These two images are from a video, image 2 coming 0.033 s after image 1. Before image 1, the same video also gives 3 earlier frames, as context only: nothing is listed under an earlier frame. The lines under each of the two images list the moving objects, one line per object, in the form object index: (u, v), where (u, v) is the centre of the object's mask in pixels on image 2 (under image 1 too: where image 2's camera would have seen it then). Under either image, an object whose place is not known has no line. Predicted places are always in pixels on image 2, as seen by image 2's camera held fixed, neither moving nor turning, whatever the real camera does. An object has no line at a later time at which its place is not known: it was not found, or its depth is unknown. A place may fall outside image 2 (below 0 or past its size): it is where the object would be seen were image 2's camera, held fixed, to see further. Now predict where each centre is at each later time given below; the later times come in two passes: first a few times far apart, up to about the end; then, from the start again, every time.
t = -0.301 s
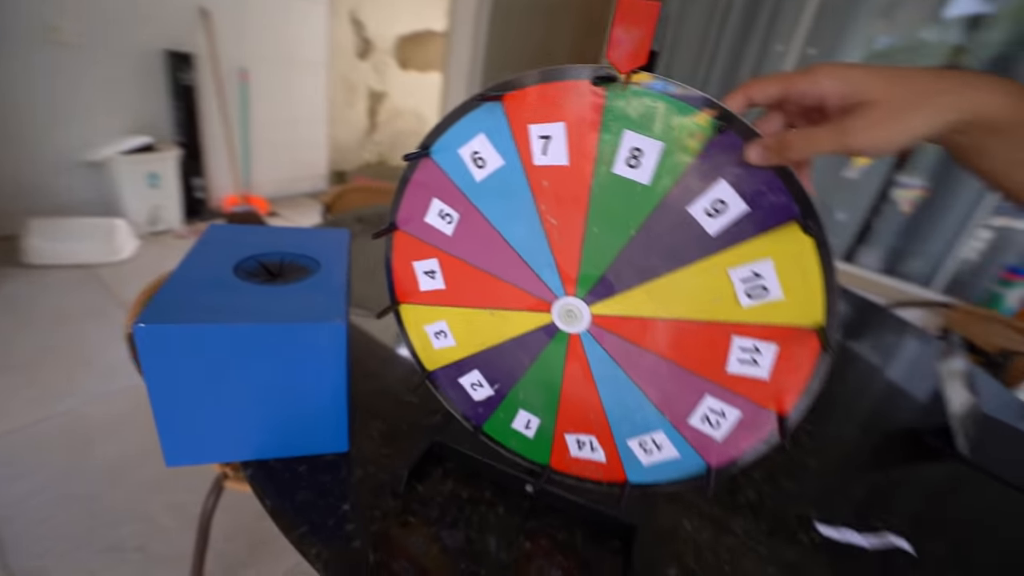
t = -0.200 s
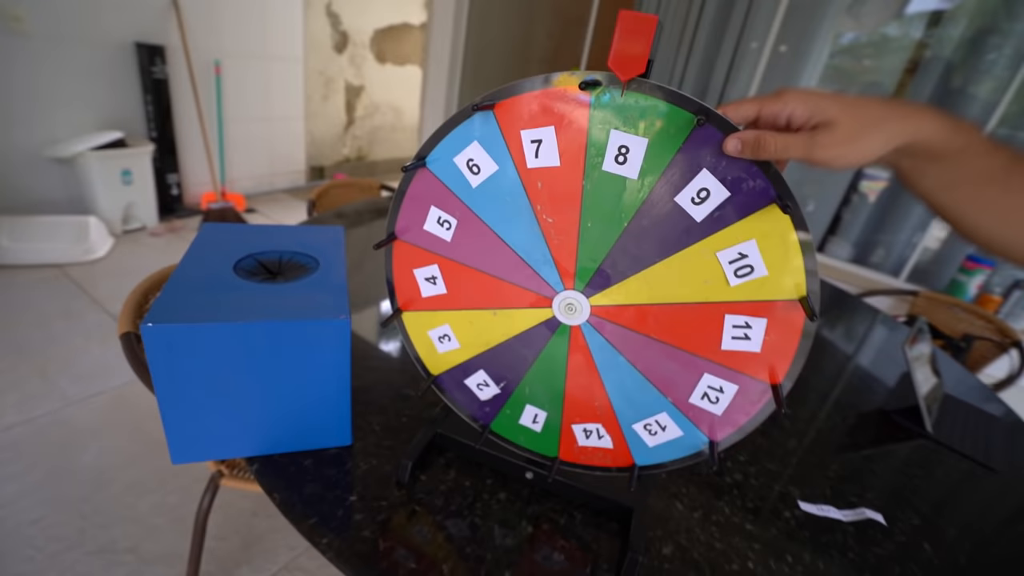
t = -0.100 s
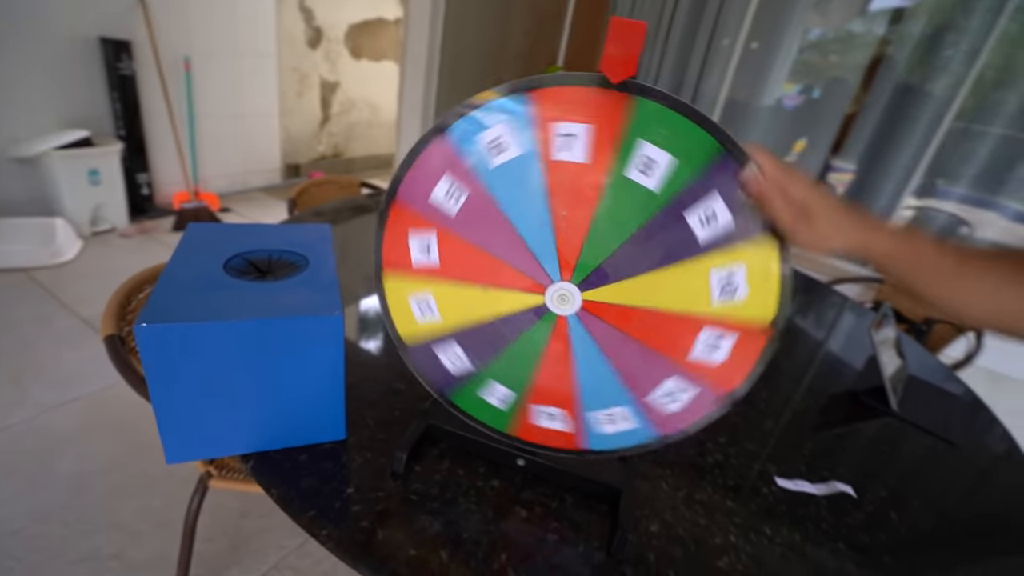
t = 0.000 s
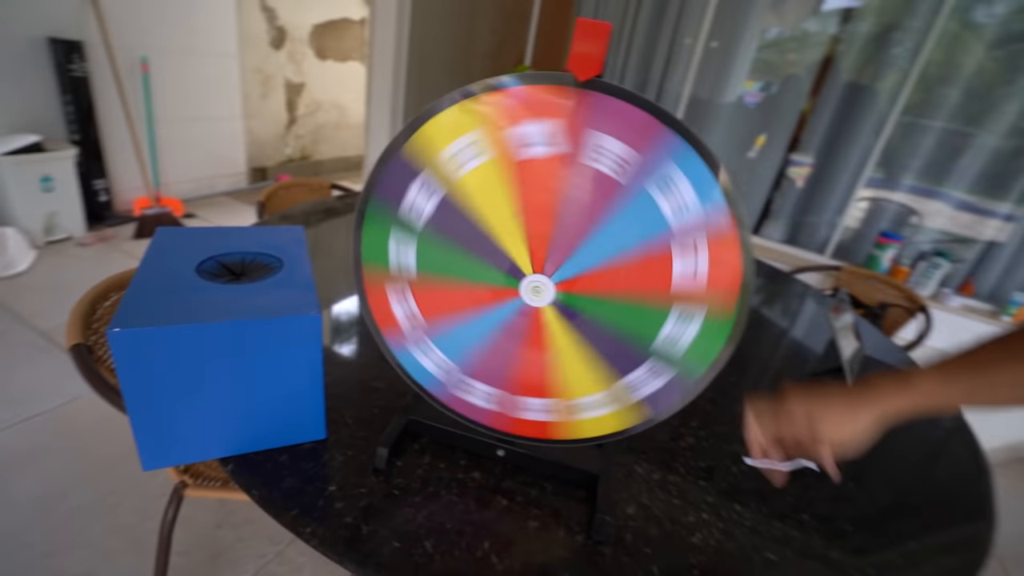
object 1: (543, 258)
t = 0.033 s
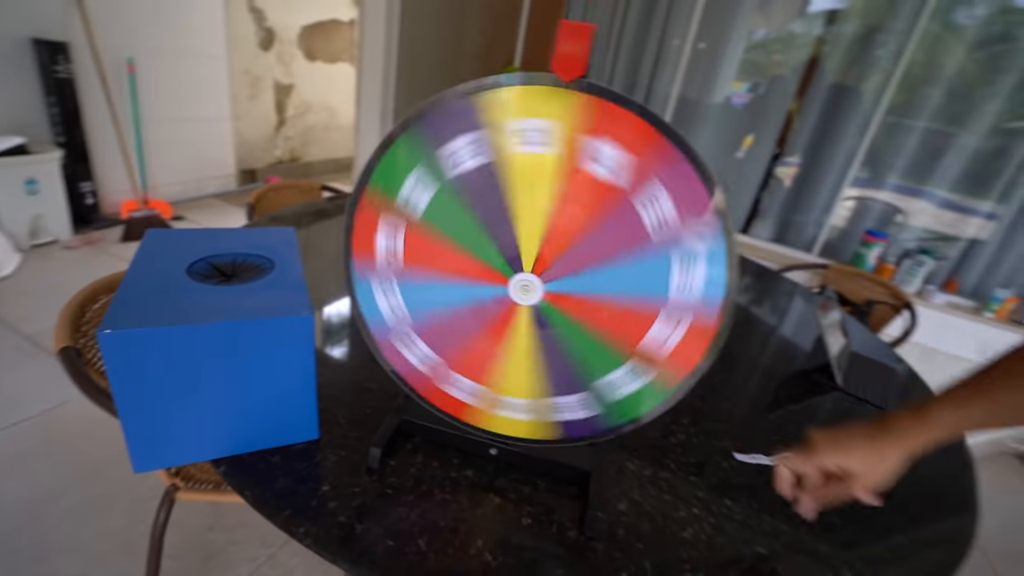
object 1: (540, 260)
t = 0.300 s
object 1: (533, 257)
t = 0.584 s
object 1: (534, 259)
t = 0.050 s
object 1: (537, 259)
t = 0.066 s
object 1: (537, 259)
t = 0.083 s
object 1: (537, 259)
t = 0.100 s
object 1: (538, 259)
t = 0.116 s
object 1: (539, 260)
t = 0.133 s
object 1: (540, 260)
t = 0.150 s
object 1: (539, 260)
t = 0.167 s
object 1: (537, 260)
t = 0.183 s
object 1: (537, 259)
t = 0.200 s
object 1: (536, 260)
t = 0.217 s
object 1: (537, 259)
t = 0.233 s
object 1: (537, 259)
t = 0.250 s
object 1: (536, 258)
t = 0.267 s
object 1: (535, 258)
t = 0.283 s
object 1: (534, 257)
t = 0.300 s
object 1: (533, 257)
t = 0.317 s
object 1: (533, 257)
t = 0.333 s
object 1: (534, 257)
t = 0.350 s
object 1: (533, 257)
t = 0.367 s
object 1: (533, 257)
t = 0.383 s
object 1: (532, 256)
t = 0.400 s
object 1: (532, 256)
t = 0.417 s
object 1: (532, 257)
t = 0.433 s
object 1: (532, 257)
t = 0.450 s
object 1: (532, 257)
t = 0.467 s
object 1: (532, 257)
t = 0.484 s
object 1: (531, 257)
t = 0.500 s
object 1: (531, 257)
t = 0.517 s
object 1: (532, 257)
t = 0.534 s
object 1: (532, 257)
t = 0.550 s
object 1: (533, 258)
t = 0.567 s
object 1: (533, 258)
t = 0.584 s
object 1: (534, 259)
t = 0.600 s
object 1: (534, 260)
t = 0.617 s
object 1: (535, 261)
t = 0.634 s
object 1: (536, 262)
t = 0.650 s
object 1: (536, 263)
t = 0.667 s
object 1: (537, 263)
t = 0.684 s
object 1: (537, 264)
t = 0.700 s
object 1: (538, 264)
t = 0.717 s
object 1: (538, 264)
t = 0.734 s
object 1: (539, 264)
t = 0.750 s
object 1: (540, 265)
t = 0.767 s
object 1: (540, 265)
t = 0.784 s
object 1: (541, 266)
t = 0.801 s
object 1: (541, 266)
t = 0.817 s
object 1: (541, 267)
